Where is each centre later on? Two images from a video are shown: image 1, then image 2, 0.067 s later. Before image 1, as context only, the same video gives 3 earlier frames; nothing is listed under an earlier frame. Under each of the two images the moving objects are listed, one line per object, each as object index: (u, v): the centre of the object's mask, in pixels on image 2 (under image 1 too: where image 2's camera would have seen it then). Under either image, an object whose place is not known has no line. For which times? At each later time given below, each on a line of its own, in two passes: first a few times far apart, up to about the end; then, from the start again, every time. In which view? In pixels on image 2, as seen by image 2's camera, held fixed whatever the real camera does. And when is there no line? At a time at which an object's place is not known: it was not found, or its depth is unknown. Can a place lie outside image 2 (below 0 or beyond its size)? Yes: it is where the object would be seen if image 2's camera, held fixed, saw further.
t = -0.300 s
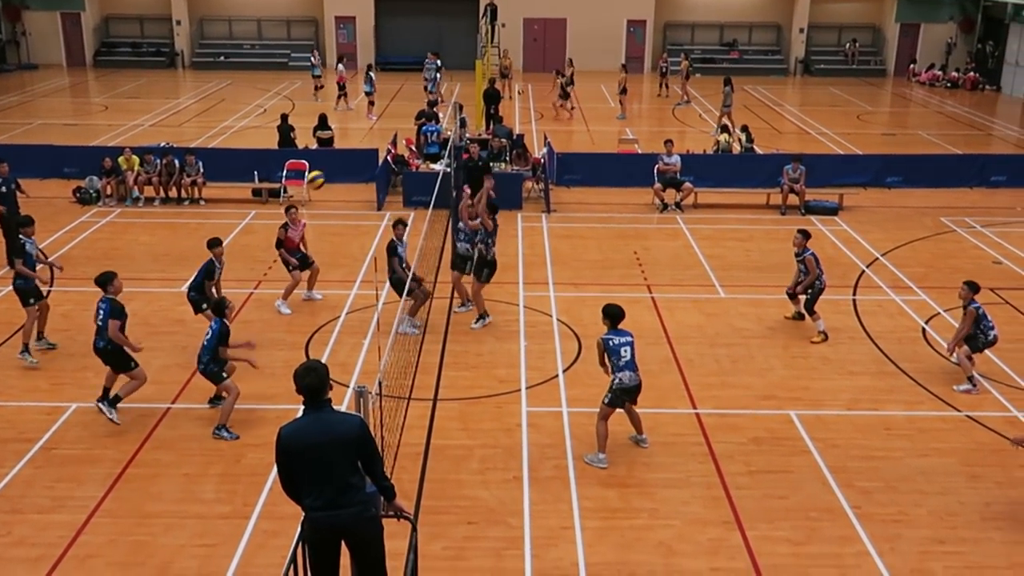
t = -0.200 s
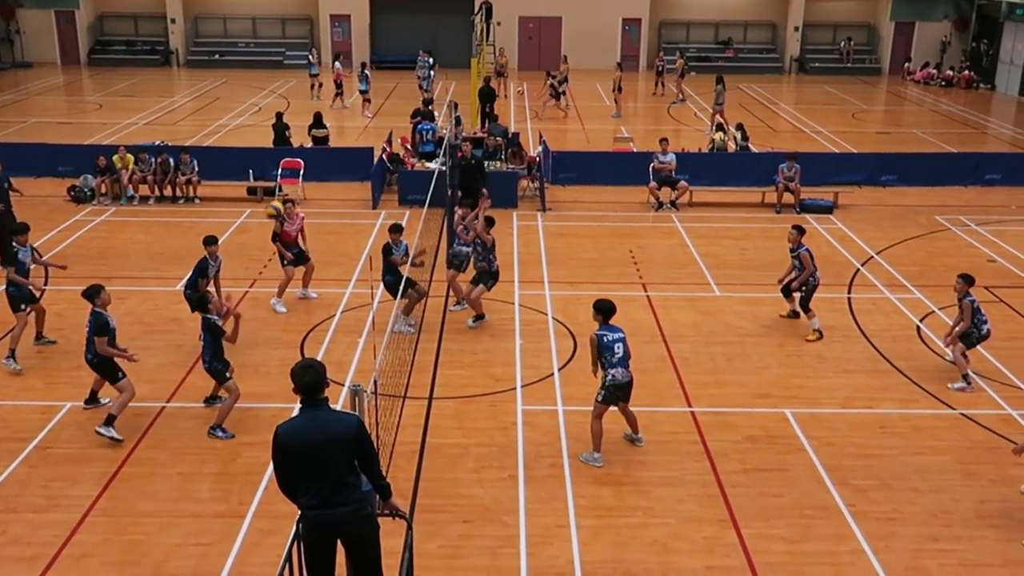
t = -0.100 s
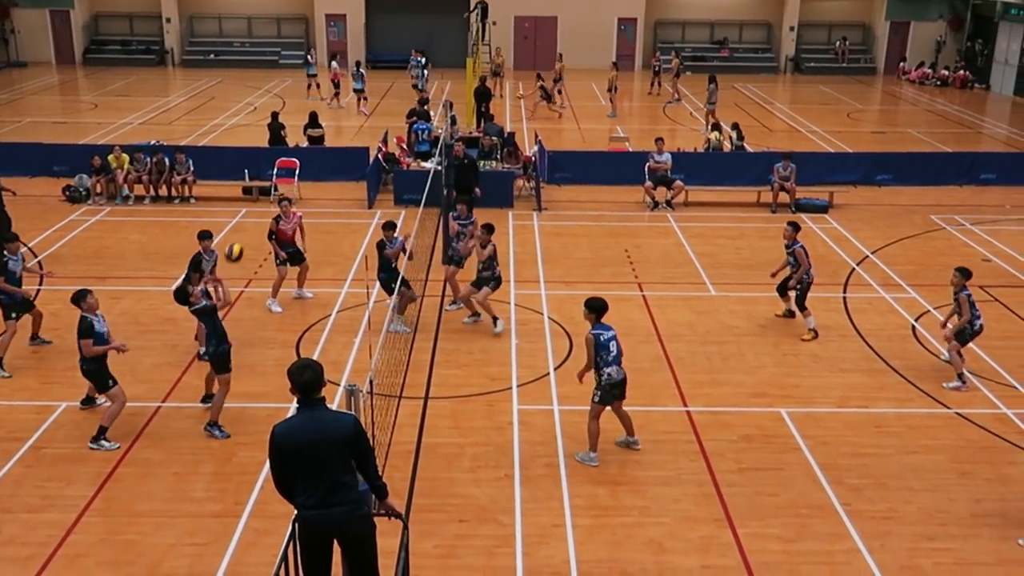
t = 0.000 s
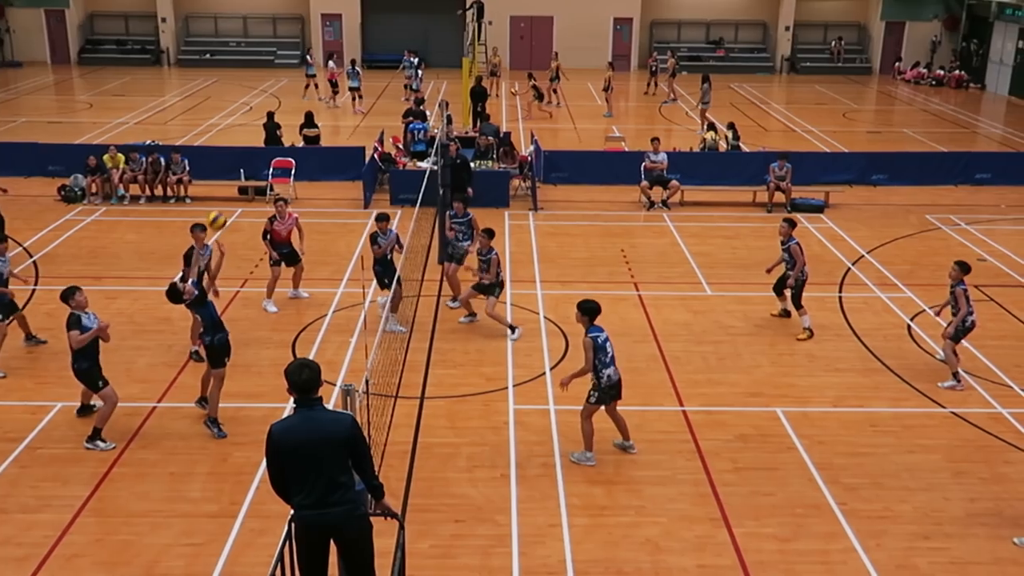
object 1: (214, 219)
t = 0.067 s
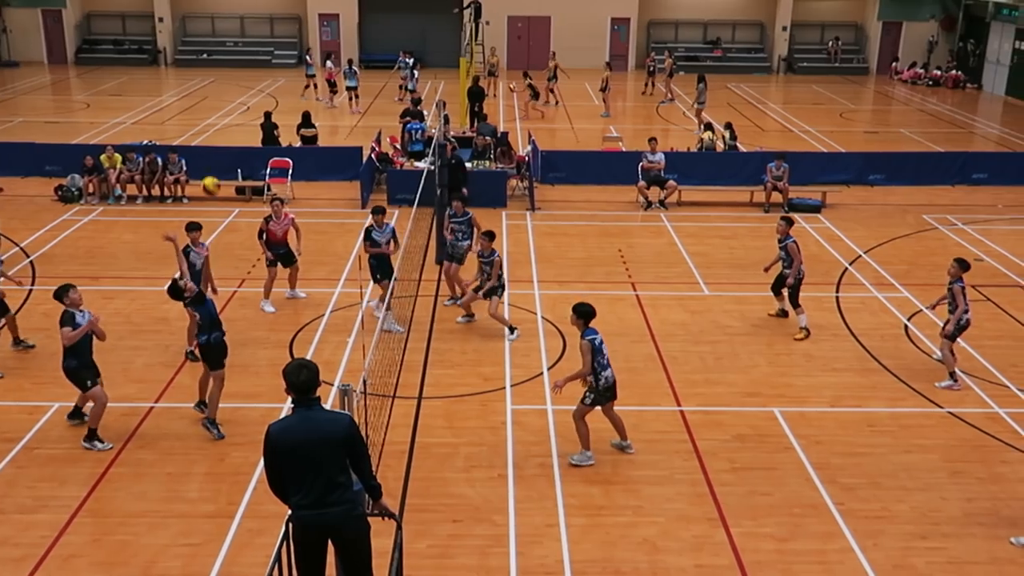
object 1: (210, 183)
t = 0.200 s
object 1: (203, 129)
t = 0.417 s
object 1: (201, 86)
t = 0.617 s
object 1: (199, 82)
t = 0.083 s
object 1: (208, 174)
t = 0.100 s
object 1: (209, 167)
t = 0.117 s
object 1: (209, 160)
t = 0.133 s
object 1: (206, 154)
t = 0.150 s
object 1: (206, 148)
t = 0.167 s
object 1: (204, 141)
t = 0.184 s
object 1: (203, 133)
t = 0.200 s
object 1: (203, 129)
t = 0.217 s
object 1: (205, 127)
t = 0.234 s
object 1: (204, 120)
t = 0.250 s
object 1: (203, 115)
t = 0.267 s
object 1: (203, 111)
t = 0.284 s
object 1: (203, 107)
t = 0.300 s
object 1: (202, 102)
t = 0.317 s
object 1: (201, 99)
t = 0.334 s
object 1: (201, 95)
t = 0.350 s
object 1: (200, 93)
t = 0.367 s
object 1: (200, 90)
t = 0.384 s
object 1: (200, 88)
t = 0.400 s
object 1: (199, 85)
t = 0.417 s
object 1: (201, 86)
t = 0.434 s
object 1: (200, 85)
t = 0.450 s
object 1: (199, 81)
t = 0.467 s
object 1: (199, 79)
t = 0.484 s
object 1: (199, 79)
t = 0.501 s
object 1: (200, 78)
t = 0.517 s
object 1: (198, 77)
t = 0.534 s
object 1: (199, 78)
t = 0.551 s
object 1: (199, 78)
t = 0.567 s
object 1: (199, 78)
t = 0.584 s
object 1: (198, 78)
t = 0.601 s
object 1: (198, 79)
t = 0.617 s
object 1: (199, 82)
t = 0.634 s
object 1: (200, 83)
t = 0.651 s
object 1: (199, 85)
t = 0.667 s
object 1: (199, 85)
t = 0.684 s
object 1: (199, 85)
